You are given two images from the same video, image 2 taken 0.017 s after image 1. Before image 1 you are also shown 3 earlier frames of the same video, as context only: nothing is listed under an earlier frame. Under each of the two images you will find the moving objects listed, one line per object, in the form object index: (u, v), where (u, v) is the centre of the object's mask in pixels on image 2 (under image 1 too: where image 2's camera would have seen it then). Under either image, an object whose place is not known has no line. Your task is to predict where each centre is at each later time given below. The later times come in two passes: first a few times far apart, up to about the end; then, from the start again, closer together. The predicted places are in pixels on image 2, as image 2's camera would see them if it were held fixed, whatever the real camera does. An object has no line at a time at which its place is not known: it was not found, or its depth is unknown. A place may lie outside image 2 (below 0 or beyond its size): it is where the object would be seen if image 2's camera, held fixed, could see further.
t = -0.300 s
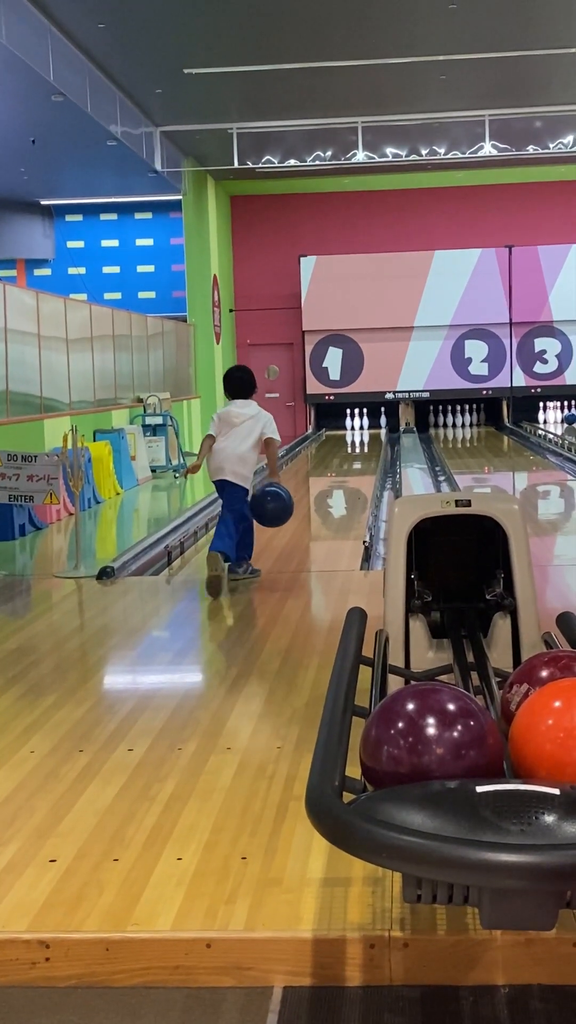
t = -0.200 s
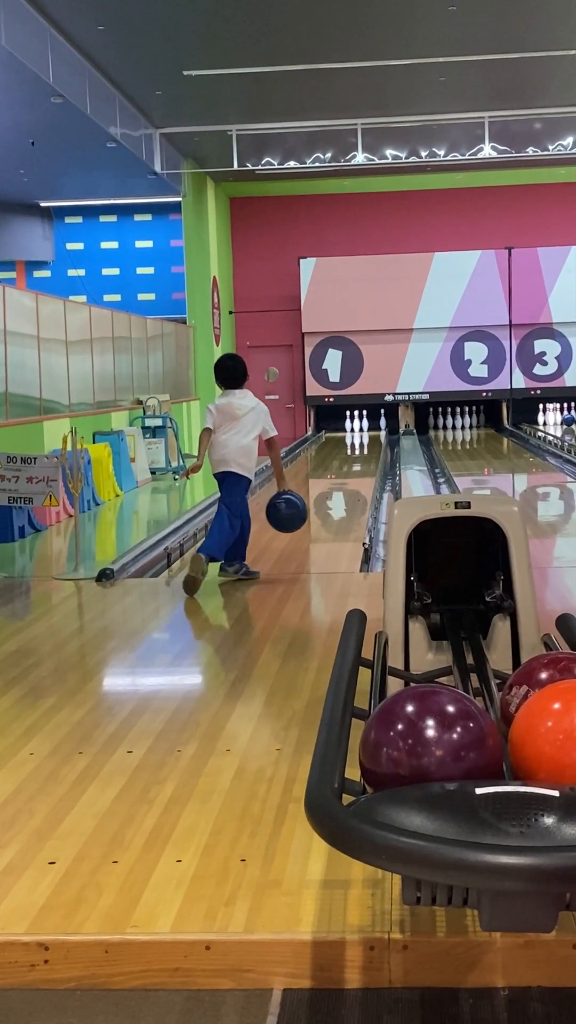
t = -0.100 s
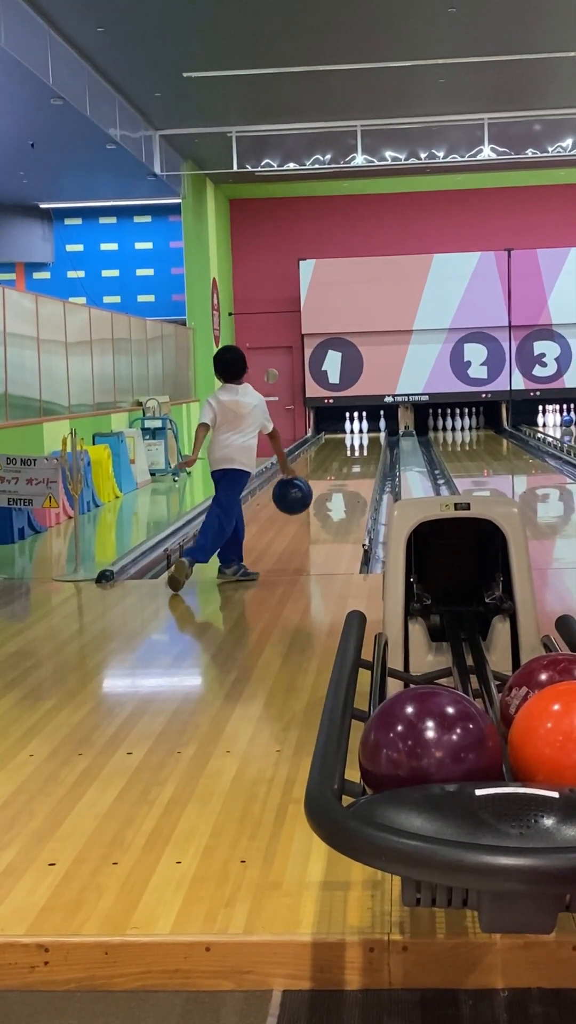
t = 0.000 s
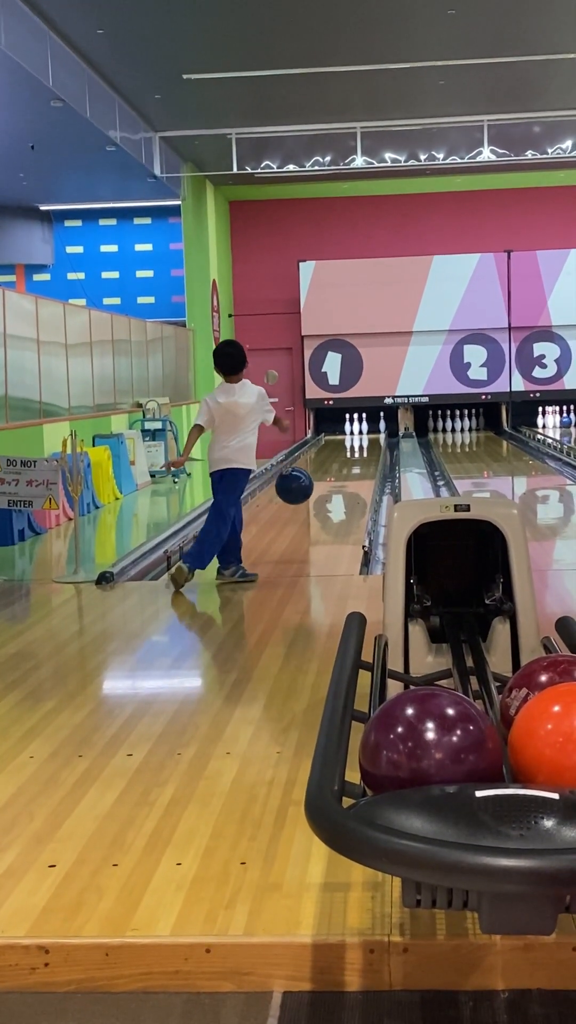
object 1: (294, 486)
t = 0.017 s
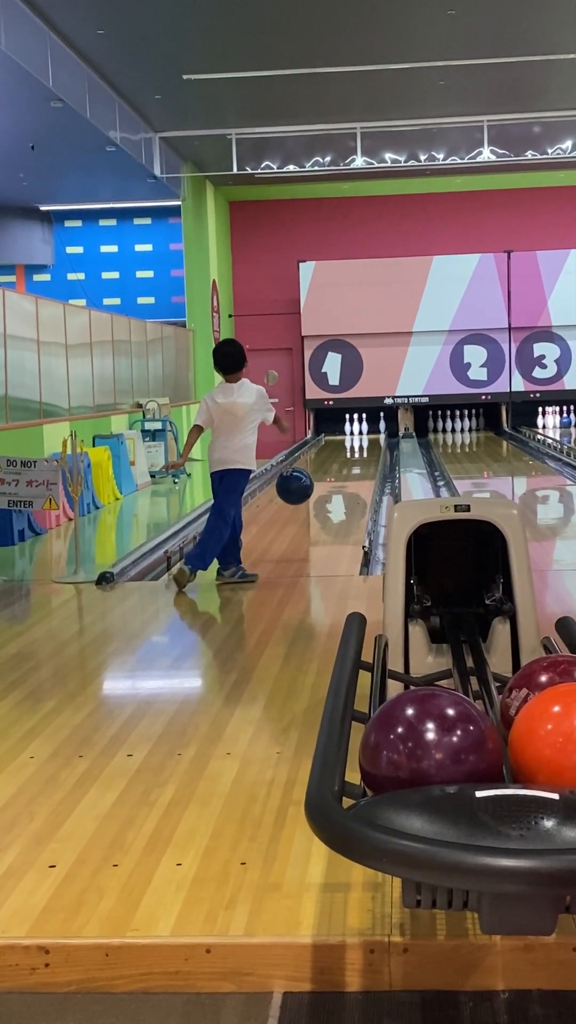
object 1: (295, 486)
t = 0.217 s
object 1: (299, 519)
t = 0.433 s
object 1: (303, 515)
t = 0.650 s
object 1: (305, 504)
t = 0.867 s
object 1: (307, 495)
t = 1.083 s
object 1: (309, 487)
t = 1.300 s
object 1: (311, 481)
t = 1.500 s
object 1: (311, 475)
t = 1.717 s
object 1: (313, 470)
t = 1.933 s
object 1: (314, 466)
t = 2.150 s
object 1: (315, 462)
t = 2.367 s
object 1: (316, 458)
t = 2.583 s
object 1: (317, 455)
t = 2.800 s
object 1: (318, 452)
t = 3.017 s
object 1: (318, 449)
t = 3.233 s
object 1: (318, 447)
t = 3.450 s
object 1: (317, 445)
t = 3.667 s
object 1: (317, 443)
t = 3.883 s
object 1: (318, 442)
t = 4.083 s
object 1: (321, 440)
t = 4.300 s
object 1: (324, 439)
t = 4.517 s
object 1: (327, 437)
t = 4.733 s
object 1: (329, 436)
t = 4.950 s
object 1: (331, 435)
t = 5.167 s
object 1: (334, 434)
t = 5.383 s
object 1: (337, 432)
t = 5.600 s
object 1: (338, 431)
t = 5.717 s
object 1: (340, 430)
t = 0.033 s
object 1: (295, 487)
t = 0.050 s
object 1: (295, 487)
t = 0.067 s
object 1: (296, 489)
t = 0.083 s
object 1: (296, 491)
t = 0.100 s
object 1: (296, 493)
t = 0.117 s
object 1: (297, 495)
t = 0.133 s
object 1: (297, 498)
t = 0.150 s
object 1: (298, 502)
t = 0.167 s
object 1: (298, 506)
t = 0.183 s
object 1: (299, 510)
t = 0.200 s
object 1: (299, 515)
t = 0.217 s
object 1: (299, 519)
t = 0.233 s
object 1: (300, 525)
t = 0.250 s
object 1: (300, 525)
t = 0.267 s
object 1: (300, 523)
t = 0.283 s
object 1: (301, 522)
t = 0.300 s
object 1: (301, 521)
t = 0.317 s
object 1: (301, 520)
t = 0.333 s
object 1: (301, 520)
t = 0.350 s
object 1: (301, 519)
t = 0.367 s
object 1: (302, 518)
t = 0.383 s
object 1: (302, 518)
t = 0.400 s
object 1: (302, 517)
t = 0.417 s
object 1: (302, 516)
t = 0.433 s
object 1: (303, 515)
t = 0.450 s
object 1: (303, 514)
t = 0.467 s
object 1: (303, 513)
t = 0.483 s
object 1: (303, 512)
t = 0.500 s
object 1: (303, 511)
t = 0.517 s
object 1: (304, 510)
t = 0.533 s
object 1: (304, 510)
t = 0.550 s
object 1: (304, 509)
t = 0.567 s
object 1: (304, 508)
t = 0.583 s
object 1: (304, 507)
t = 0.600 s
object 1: (305, 506)
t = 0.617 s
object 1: (305, 505)
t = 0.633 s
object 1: (305, 505)
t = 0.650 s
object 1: (305, 504)
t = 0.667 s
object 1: (305, 503)
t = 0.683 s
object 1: (306, 502)
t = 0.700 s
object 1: (306, 502)
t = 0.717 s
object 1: (306, 501)
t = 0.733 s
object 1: (306, 500)
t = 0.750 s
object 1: (306, 500)
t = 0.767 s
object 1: (306, 499)
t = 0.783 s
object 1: (307, 498)
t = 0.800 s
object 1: (307, 498)
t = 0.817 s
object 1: (307, 497)
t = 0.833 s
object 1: (307, 496)
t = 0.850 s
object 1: (307, 495)
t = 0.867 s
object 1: (307, 495)
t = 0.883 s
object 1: (308, 494)
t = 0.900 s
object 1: (308, 493)
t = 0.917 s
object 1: (308, 493)
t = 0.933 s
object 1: (308, 492)
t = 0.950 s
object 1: (308, 492)
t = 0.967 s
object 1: (308, 491)
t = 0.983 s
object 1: (308, 490)
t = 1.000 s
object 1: (308, 490)
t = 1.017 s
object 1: (309, 489)
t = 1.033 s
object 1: (309, 489)
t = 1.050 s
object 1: (309, 488)
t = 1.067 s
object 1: (309, 488)
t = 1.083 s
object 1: (309, 487)
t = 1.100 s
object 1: (309, 487)
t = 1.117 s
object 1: (309, 486)
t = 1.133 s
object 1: (309, 485)
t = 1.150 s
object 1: (310, 485)
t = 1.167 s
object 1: (310, 484)
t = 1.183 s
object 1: (310, 484)
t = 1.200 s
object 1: (310, 483)
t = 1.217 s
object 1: (310, 483)
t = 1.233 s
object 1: (310, 483)
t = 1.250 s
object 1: (310, 482)
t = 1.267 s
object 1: (310, 482)
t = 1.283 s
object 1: (310, 481)
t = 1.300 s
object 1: (311, 481)
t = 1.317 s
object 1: (311, 480)
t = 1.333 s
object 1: (311, 480)
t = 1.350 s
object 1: (311, 479)
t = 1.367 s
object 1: (311, 479)
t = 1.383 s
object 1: (311, 479)
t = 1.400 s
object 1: (311, 478)
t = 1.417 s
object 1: (311, 478)
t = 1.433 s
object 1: (311, 477)
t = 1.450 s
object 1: (311, 477)
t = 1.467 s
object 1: (311, 476)
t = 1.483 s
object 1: (311, 476)
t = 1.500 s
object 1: (311, 475)
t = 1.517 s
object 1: (311, 475)
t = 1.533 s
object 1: (312, 474)
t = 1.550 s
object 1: (312, 474)
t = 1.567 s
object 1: (312, 474)
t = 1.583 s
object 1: (312, 473)
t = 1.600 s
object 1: (312, 473)
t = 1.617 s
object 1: (312, 472)
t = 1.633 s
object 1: (312, 472)
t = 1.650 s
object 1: (312, 472)
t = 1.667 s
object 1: (312, 471)
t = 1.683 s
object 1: (313, 471)
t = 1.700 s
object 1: (313, 470)
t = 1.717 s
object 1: (313, 470)
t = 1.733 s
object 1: (313, 470)
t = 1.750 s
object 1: (313, 470)
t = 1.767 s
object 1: (313, 469)
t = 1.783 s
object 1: (313, 469)
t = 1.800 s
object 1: (313, 468)
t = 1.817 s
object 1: (313, 468)
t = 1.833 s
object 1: (313, 468)
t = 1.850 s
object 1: (313, 467)
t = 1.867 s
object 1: (313, 467)
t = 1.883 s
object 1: (314, 467)
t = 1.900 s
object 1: (314, 467)
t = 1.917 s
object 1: (314, 466)
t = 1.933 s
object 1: (314, 466)
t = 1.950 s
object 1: (314, 465)
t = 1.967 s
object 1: (314, 465)
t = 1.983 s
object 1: (314, 465)
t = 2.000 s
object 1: (314, 464)
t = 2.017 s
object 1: (314, 464)
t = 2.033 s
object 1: (314, 464)
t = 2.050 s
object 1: (315, 464)
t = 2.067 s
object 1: (315, 463)
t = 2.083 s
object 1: (315, 463)
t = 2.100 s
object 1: (315, 463)
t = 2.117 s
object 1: (315, 462)
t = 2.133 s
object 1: (315, 462)
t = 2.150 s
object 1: (315, 462)
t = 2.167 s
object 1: (315, 462)
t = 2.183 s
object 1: (315, 461)
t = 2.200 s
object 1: (315, 461)
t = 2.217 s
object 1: (315, 461)
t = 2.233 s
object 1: (316, 460)
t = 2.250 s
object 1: (316, 460)
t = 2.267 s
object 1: (316, 460)
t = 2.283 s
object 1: (316, 460)
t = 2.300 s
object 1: (316, 459)
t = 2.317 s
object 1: (316, 459)
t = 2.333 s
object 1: (316, 459)
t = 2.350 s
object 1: (316, 458)
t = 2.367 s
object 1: (316, 458)
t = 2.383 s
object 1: (316, 458)
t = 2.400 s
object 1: (316, 458)
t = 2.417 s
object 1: (316, 457)
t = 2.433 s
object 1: (317, 457)
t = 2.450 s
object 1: (317, 457)
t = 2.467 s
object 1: (317, 457)
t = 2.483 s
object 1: (317, 456)
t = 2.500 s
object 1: (317, 456)
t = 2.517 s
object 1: (317, 456)
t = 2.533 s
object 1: (317, 455)
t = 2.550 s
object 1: (317, 455)
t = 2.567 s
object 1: (317, 455)
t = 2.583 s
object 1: (317, 455)
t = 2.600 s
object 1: (317, 454)
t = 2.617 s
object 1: (317, 454)
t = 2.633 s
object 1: (317, 454)
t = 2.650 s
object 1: (317, 454)
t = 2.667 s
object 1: (317, 454)
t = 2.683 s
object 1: (317, 453)
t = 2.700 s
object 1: (317, 453)
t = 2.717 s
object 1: (317, 453)
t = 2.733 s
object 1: (317, 453)
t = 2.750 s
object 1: (318, 453)
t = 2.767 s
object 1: (318, 452)
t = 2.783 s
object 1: (318, 452)
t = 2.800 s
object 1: (318, 452)
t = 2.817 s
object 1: (318, 452)
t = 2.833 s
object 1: (318, 451)
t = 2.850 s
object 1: (318, 451)
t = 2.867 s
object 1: (318, 451)
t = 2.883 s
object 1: (318, 451)
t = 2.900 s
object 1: (318, 451)
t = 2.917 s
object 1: (318, 451)
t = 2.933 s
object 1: (318, 450)
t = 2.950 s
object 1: (318, 450)
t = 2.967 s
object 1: (318, 450)
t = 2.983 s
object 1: (318, 450)
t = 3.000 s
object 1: (318, 450)
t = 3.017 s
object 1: (318, 449)
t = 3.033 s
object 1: (318, 449)
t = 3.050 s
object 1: (318, 449)
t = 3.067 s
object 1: (318, 449)
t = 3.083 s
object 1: (318, 449)
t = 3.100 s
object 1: (318, 449)
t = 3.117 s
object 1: (318, 449)
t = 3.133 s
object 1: (318, 448)
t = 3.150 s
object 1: (318, 448)
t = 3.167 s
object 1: (318, 448)
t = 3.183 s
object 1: (318, 448)
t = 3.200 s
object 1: (318, 448)
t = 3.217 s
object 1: (318, 447)
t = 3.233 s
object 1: (318, 447)
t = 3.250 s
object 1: (318, 447)
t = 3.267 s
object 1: (318, 447)
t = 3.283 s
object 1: (318, 447)
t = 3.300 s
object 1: (318, 447)
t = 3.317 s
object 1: (318, 447)
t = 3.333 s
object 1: (318, 446)
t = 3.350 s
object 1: (318, 446)
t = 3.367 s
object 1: (317, 446)
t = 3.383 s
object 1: (317, 446)
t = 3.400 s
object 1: (317, 446)
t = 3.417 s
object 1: (317, 445)
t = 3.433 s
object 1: (317, 445)
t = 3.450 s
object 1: (317, 445)
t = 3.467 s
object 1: (317, 445)
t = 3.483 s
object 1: (317, 445)
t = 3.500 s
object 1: (317, 445)
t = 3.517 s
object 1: (317, 444)
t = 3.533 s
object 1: (317, 445)
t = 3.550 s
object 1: (317, 444)
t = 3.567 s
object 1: (317, 444)
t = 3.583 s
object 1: (317, 444)
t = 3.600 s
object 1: (317, 444)
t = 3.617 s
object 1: (317, 444)
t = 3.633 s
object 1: (317, 444)
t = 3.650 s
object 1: (317, 444)
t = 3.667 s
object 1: (317, 443)
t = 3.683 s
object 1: (316, 443)
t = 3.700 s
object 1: (317, 443)
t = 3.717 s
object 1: (317, 443)
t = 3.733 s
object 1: (316, 443)
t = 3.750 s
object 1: (317, 443)
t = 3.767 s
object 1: (317, 443)
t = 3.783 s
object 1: (317, 442)
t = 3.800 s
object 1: (317, 443)
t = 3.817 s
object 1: (317, 442)
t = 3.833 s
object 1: (318, 442)
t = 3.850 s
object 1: (318, 442)
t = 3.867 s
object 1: (318, 442)
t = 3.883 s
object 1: (318, 442)
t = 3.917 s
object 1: (318, 441)
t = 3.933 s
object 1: (319, 441)
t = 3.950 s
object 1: (319, 441)
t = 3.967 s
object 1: (319, 441)
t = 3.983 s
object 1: (319, 441)
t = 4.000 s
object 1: (320, 441)
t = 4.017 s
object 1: (320, 441)
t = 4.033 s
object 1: (320, 441)
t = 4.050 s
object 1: (321, 441)
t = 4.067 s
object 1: (321, 441)
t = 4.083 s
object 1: (321, 440)
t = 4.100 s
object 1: (321, 440)
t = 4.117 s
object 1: (322, 440)
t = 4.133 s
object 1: (322, 440)
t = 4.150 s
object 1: (322, 440)
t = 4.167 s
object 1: (322, 440)
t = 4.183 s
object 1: (323, 440)
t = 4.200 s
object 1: (323, 440)
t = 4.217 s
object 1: (323, 440)
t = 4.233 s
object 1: (323, 439)
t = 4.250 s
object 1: (324, 439)
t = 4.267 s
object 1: (324, 439)
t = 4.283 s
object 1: (324, 439)
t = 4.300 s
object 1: (324, 439)
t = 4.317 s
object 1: (324, 439)
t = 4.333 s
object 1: (325, 439)
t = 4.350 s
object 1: (325, 439)
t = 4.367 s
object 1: (325, 438)
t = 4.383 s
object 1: (325, 438)
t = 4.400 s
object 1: (325, 438)
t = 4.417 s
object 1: (326, 438)
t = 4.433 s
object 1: (326, 438)
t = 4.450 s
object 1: (326, 438)
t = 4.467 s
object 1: (326, 438)
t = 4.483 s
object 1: (326, 438)
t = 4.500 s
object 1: (327, 437)
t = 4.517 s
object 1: (327, 437)
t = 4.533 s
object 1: (327, 437)
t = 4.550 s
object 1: (327, 437)
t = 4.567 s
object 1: (327, 437)
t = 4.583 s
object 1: (328, 437)
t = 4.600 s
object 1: (328, 437)
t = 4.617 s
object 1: (328, 437)
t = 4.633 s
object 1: (328, 437)
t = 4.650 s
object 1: (328, 437)
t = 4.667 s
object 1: (328, 437)
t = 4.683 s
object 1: (329, 436)
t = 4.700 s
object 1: (329, 436)
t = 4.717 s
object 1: (329, 436)
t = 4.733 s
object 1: (329, 436)
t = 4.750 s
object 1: (329, 436)
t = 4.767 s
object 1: (329, 436)
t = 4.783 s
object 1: (330, 436)
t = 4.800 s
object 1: (330, 436)
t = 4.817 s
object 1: (330, 436)
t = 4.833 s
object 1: (330, 436)
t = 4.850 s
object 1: (330, 436)
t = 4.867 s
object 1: (331, 435)
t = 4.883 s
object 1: (330, 436)
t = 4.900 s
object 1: (331, 435)
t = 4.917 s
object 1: (331, 435)
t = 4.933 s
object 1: (331, 435)
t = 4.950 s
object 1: (331, 435)
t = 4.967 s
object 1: (332, 435)
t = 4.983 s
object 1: (332, 435)
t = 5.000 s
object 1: (332, 435)
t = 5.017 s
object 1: (332, 434)
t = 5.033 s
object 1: (332, 434)
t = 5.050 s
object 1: (333, 434)
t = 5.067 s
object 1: (333, 434)
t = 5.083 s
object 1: (333, 434)
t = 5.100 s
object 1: (333, 434)
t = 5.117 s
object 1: (333, 434)
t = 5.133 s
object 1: (334, 434)
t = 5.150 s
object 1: (334, 434)
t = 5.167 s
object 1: (334, 434)
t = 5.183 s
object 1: (334, 433)
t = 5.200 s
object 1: (334, 433)
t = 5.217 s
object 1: (335, 433)
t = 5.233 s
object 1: (335, 433)
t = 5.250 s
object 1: (335, 433)
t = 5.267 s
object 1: (335, 433)
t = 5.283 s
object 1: (336, 433)
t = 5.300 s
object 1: (336, 433)
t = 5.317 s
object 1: (336, 433)
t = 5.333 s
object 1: (336, 432)
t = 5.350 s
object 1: (336, 432)
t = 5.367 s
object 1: (336, 432)
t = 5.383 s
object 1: (337, 432)
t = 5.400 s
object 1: (337, 432)
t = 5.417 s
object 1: (337, 432)
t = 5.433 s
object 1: (337, 432)
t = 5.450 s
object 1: (337, 432)
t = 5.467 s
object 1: (337, 432)
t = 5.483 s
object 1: (337, 431)
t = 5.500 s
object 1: (338, 431)
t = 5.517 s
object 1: (338, 431)
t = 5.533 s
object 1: (338, 431)
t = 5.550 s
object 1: (338, 431)
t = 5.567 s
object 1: (338, 431)
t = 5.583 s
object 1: (338, 431)
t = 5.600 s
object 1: (338, 431)
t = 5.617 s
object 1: (339, 431)
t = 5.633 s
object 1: (339, 431)
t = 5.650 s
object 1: (339, 430)
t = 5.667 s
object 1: (339, 430)
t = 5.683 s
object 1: (339, 430)
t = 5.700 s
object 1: (340, 430)
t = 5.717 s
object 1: (340, 430)
